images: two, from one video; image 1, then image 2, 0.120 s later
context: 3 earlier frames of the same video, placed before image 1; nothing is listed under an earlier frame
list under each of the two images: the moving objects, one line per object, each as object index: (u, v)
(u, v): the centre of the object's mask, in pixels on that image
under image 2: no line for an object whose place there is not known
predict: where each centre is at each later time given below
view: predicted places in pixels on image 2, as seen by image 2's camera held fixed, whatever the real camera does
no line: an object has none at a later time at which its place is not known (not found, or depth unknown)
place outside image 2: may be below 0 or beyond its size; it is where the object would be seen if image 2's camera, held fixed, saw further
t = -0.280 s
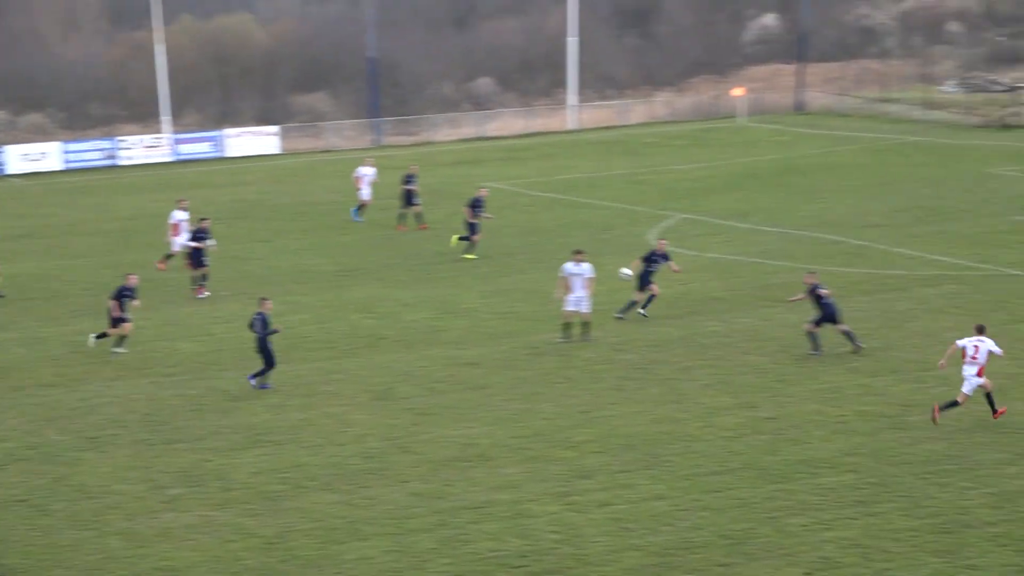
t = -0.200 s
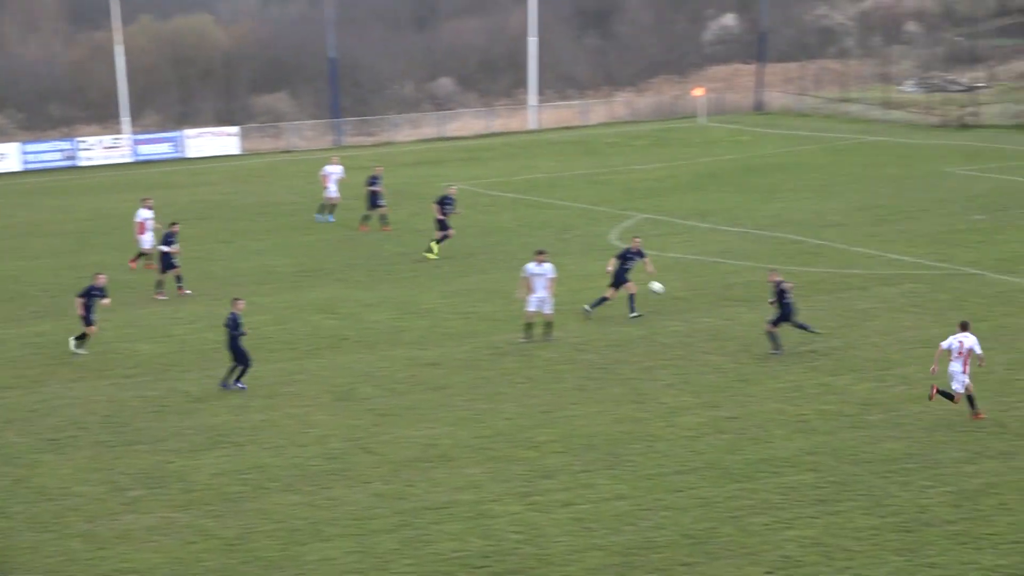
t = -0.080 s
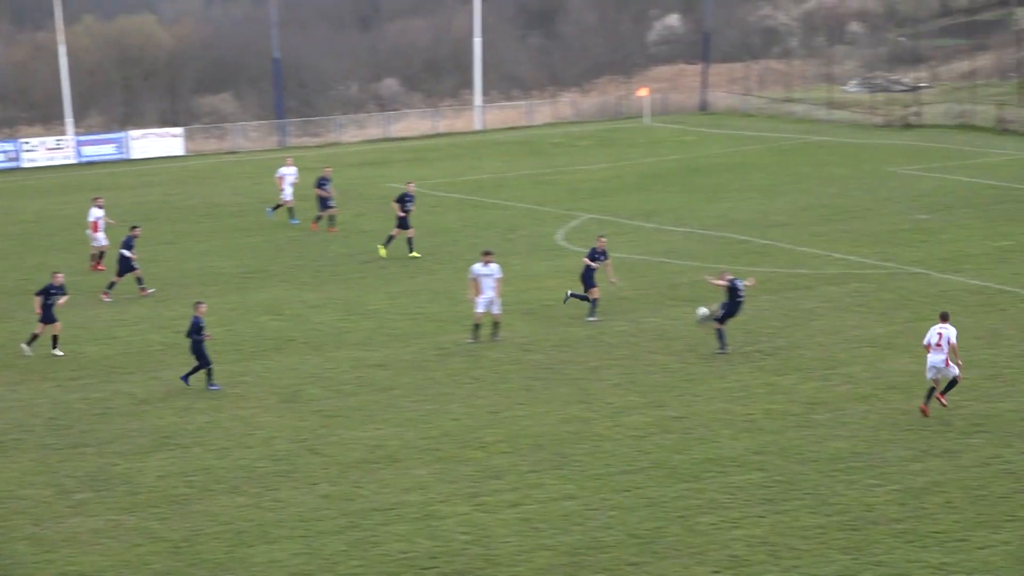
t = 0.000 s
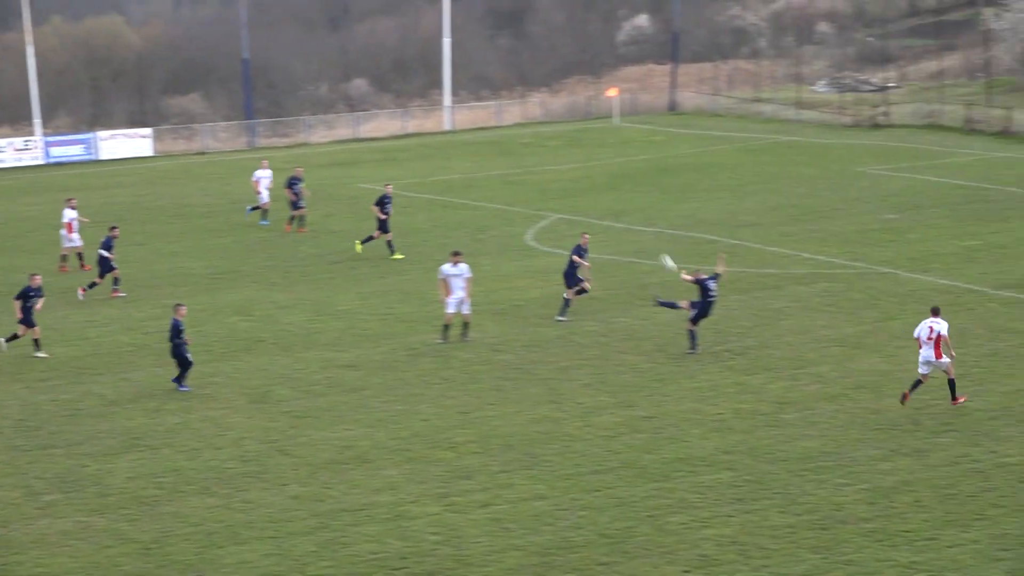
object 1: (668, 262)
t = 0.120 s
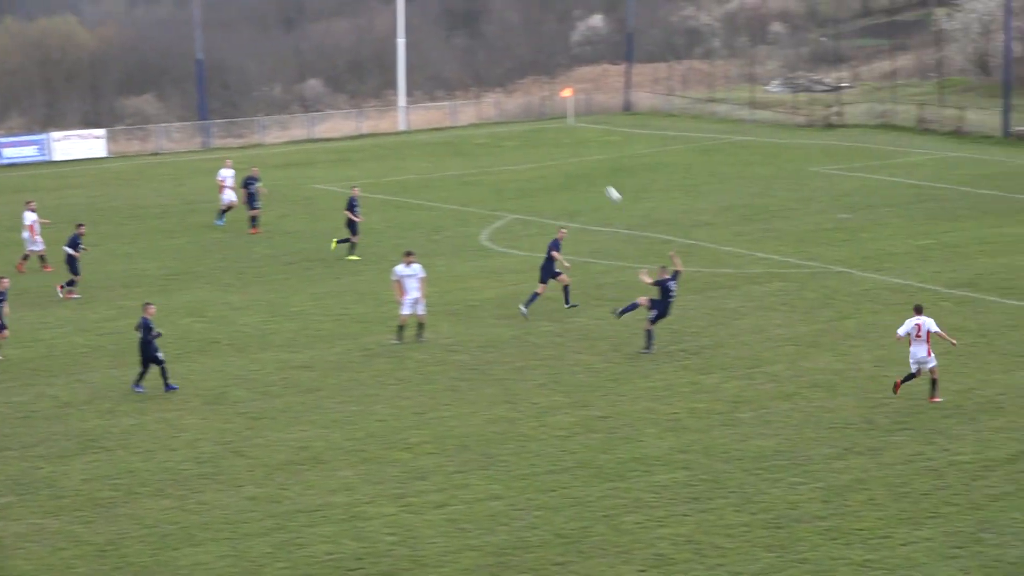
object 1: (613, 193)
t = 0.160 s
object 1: (604, 173)
